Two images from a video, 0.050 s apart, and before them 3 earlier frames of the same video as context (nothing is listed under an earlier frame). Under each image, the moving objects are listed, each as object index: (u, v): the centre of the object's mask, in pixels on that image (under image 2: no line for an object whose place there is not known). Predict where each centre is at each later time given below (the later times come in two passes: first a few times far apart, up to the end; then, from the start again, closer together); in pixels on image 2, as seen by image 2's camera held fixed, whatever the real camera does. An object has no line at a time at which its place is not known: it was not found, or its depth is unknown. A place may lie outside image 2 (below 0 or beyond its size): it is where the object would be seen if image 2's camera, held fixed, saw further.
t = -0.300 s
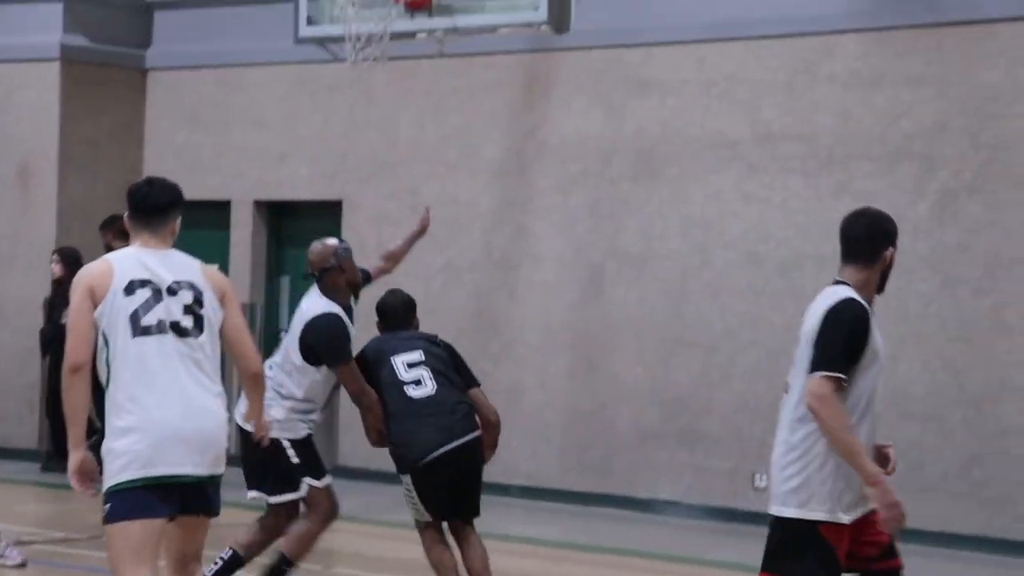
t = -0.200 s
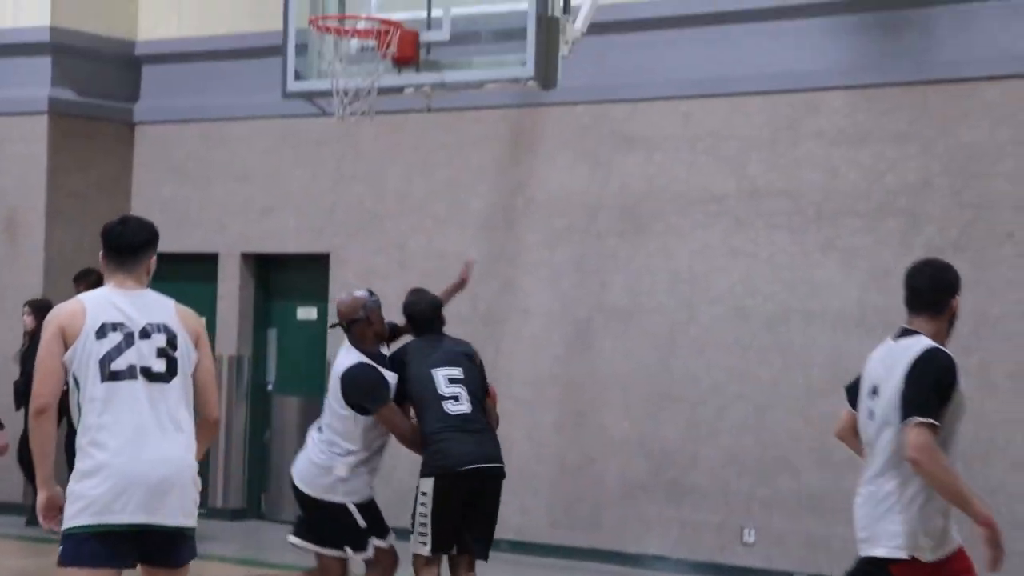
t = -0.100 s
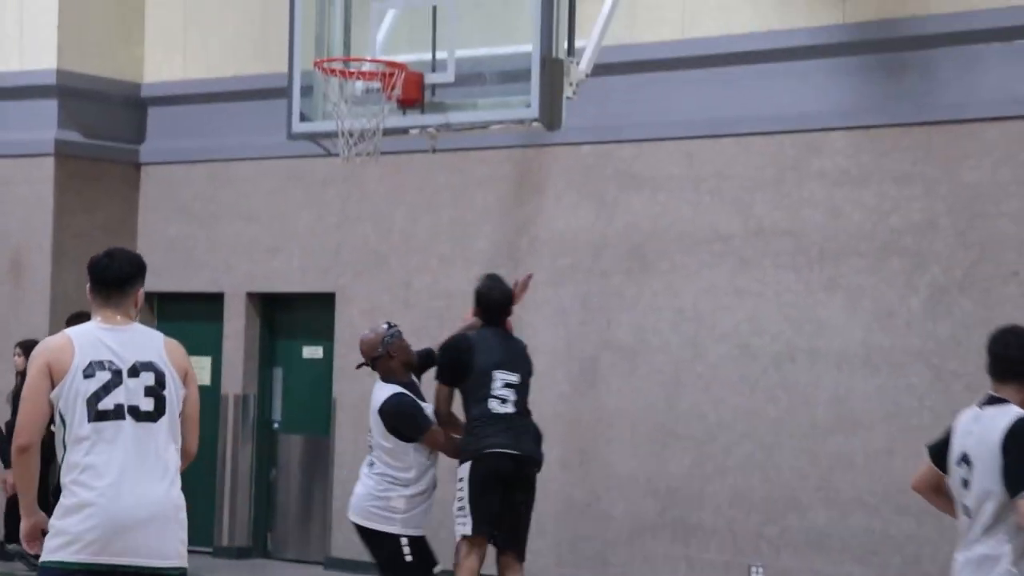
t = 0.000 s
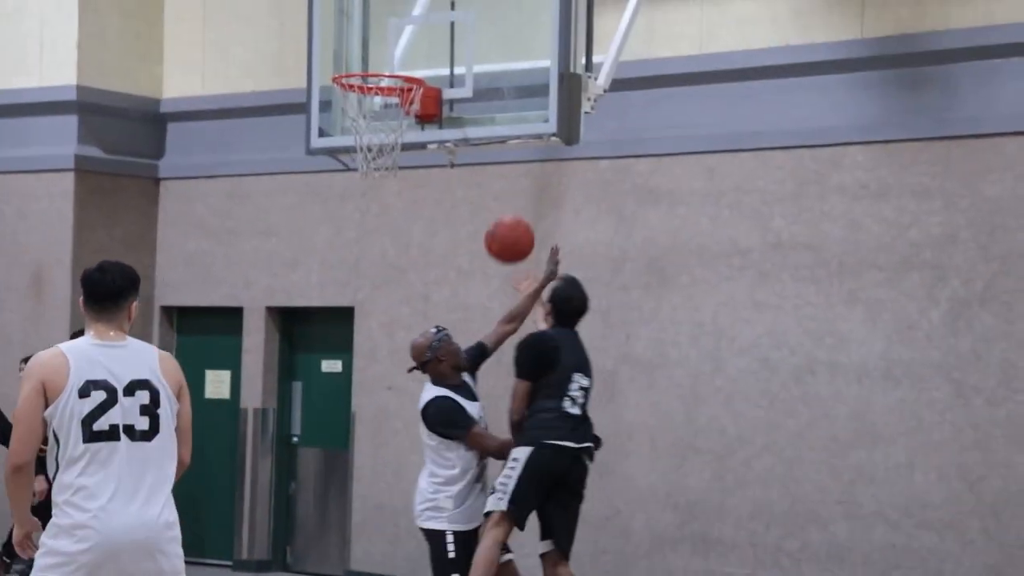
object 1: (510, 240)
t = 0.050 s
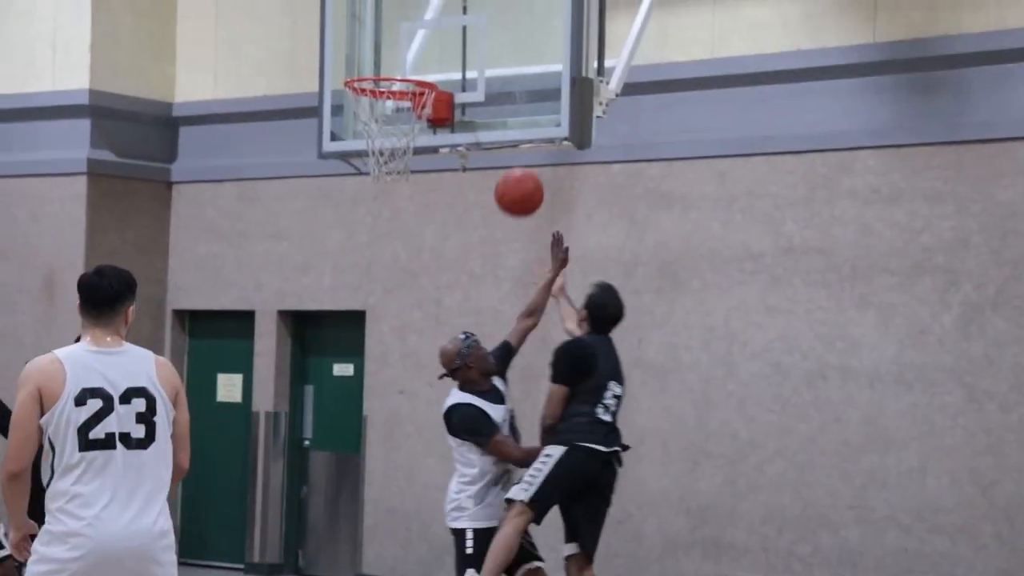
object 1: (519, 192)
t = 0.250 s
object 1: (512, 43)
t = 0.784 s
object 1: (457, 1)
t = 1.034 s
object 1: (388, 122)
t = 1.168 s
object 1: (362, 214)
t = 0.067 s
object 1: (518, 177)
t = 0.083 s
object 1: (518, 162)
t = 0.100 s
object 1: (517, 148)
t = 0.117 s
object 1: (517, 134)
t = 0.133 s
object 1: (517, 120)
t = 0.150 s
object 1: (516, 108)
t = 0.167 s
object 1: (516, 96)
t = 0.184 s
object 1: (515, 85)
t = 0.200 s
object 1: (515, 74)
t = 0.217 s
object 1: (514, 63)
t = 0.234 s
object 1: (514, 53)
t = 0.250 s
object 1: (512, 43)
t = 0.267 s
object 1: (512, 34)
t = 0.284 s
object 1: (511, 25)
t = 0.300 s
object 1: (511, 18)
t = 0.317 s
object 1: (510, 11)
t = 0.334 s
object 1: (509, 5)
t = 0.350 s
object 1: (508, 1)
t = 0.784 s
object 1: (457, 1)
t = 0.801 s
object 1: (452, 5)
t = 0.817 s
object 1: (447, 10)
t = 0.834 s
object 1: (443, 16)
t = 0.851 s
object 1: (439, 22)
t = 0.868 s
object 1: (434, 29)
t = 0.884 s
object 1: (430, 35)
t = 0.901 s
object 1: (425, 43)
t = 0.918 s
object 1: (420, 51)
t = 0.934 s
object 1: (416, 58)
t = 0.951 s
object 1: (412, 63)
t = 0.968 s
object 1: (406, 77)
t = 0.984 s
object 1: (402, 89)
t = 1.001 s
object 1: (397, 100)
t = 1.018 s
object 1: (394, 110)
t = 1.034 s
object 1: (388, 122)
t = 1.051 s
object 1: (385, 135)
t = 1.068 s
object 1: (380, 147)
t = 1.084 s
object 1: (376, 157)
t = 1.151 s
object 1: (364, 201)
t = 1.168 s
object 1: (362, 214)
